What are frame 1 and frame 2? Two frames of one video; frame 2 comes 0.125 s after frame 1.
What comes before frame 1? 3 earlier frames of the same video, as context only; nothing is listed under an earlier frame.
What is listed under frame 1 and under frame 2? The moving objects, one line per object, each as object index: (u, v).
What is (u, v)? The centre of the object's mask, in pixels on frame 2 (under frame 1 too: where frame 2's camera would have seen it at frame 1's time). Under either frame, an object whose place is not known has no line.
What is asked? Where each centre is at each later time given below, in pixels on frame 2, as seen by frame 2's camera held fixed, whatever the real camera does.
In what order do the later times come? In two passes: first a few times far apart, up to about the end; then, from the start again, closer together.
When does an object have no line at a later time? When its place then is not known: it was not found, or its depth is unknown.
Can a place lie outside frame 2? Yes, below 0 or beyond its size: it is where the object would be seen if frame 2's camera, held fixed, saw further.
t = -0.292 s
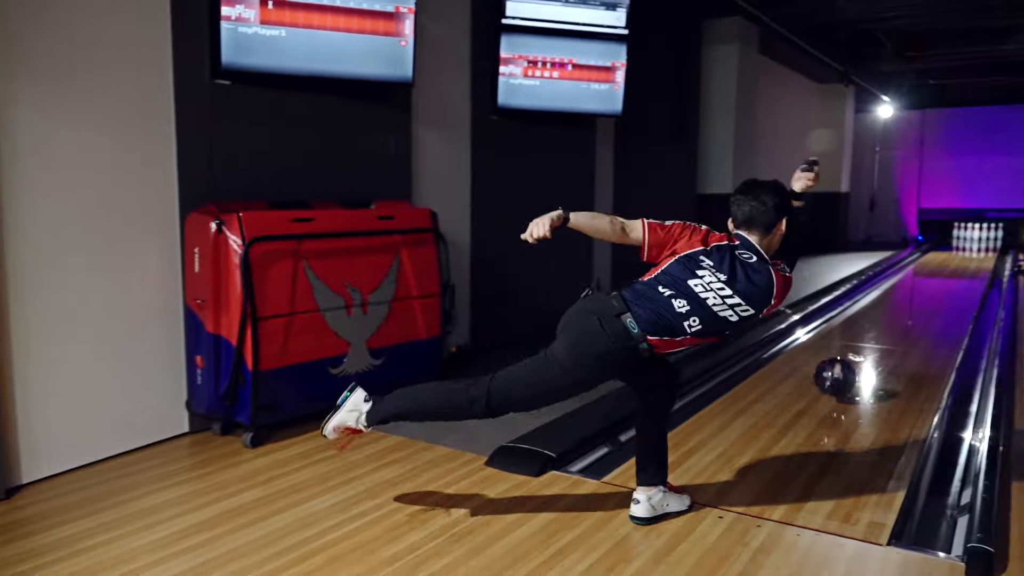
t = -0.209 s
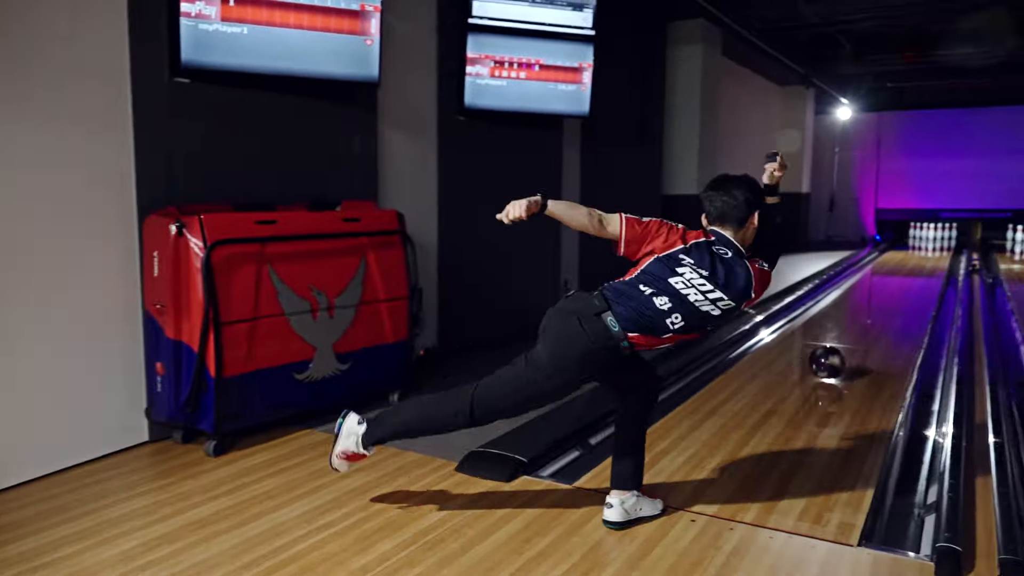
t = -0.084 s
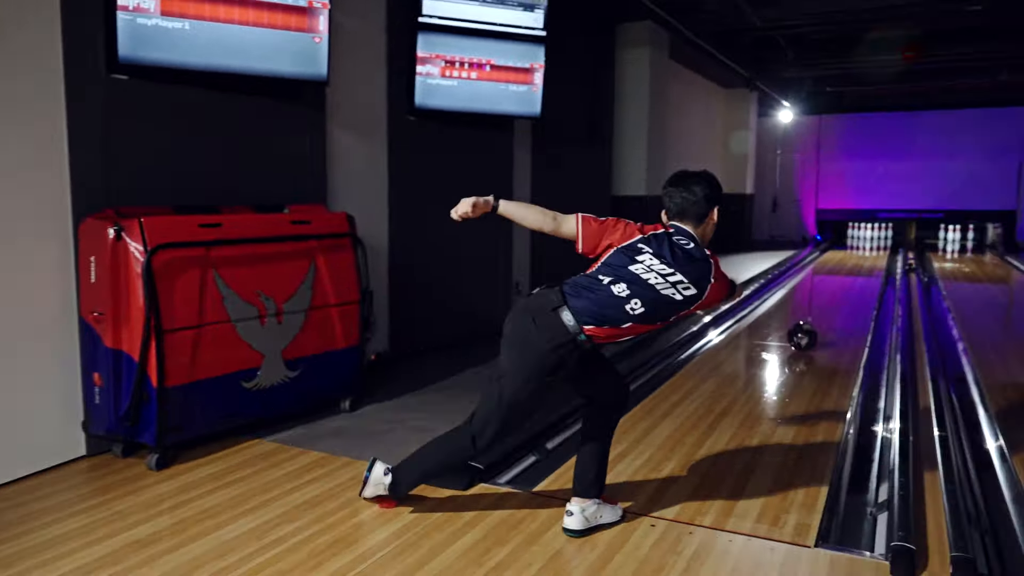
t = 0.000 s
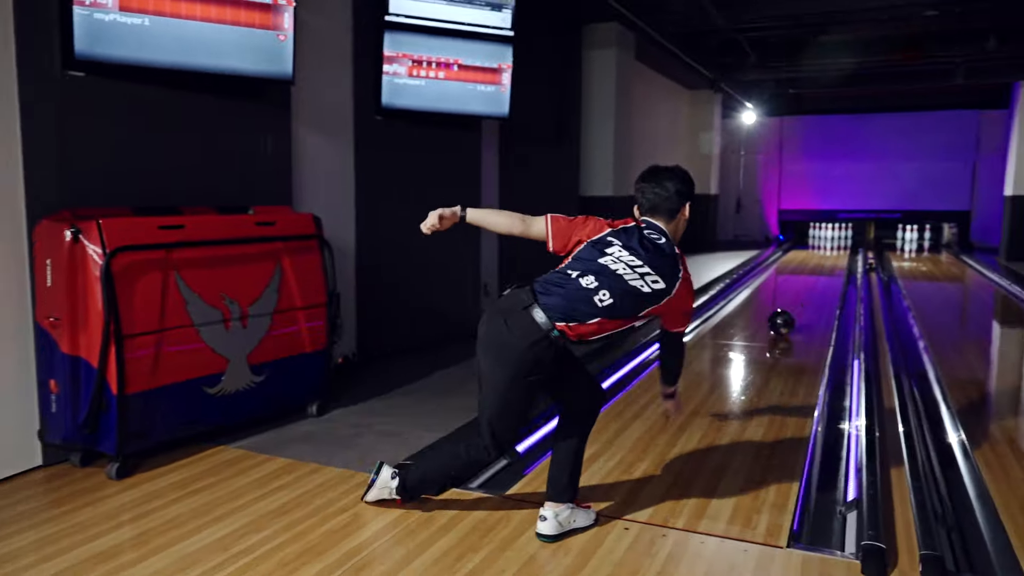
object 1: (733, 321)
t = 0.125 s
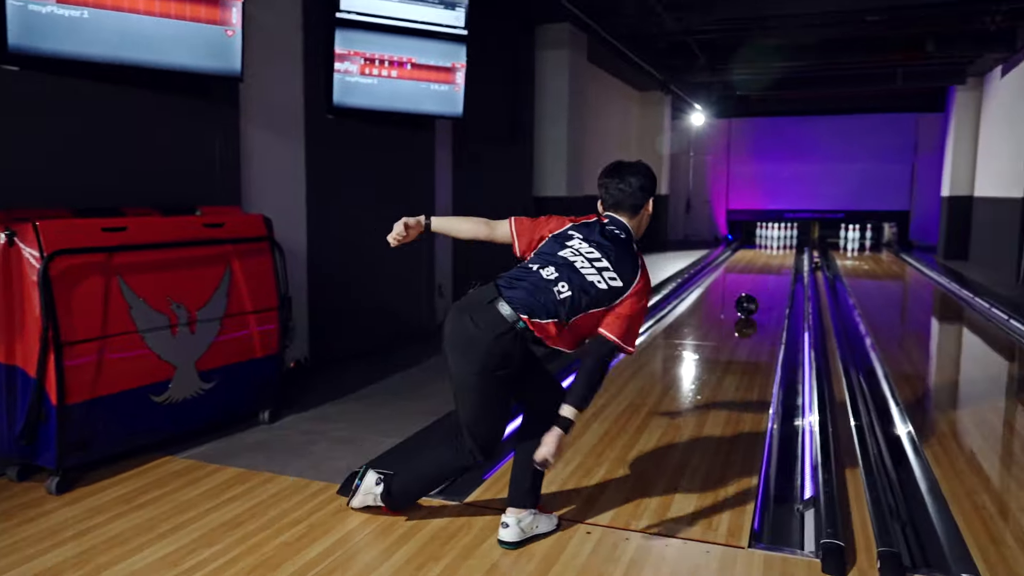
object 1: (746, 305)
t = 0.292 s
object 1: (760, 289)
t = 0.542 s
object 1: (773, 272)
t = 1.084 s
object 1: (788, 250)
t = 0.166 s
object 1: (750, 301)
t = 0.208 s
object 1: (753, 297)
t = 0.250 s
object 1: (757, 293)
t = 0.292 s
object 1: (760, 289)
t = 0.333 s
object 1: (762, 286)
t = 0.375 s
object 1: (765, 283)
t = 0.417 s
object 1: (767, 280)
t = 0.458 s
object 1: (769, 277)
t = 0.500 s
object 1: (771, 275)
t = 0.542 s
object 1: (773, 272)
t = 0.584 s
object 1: (774, 270)
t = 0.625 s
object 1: (776, 268)
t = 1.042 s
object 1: (787, 251)
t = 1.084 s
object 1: (788, 250)
